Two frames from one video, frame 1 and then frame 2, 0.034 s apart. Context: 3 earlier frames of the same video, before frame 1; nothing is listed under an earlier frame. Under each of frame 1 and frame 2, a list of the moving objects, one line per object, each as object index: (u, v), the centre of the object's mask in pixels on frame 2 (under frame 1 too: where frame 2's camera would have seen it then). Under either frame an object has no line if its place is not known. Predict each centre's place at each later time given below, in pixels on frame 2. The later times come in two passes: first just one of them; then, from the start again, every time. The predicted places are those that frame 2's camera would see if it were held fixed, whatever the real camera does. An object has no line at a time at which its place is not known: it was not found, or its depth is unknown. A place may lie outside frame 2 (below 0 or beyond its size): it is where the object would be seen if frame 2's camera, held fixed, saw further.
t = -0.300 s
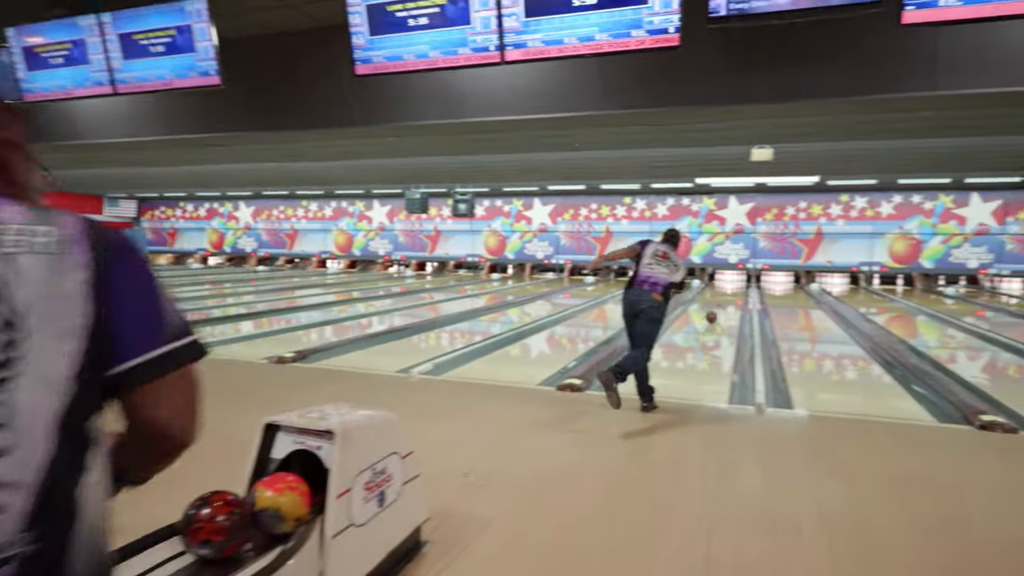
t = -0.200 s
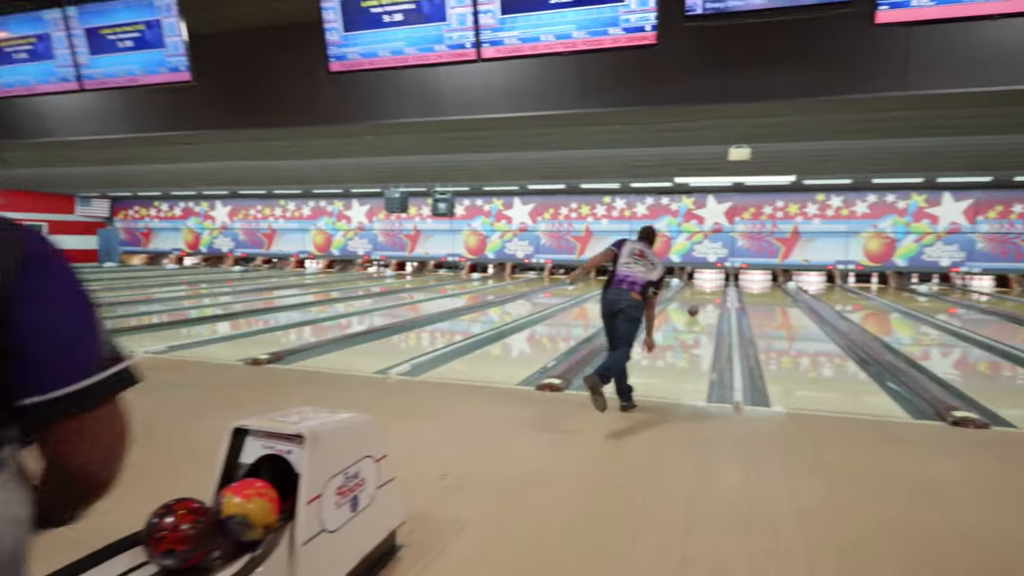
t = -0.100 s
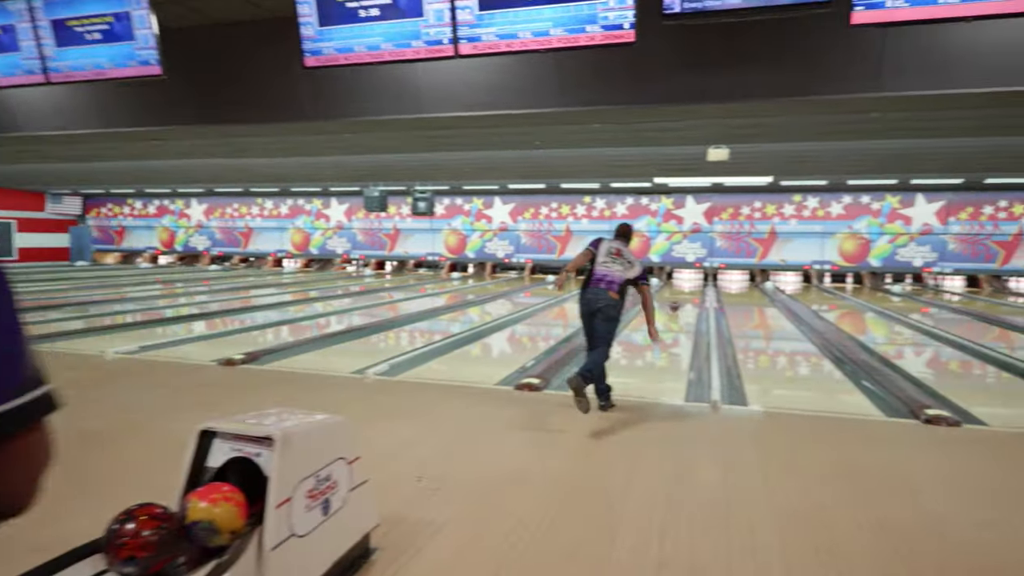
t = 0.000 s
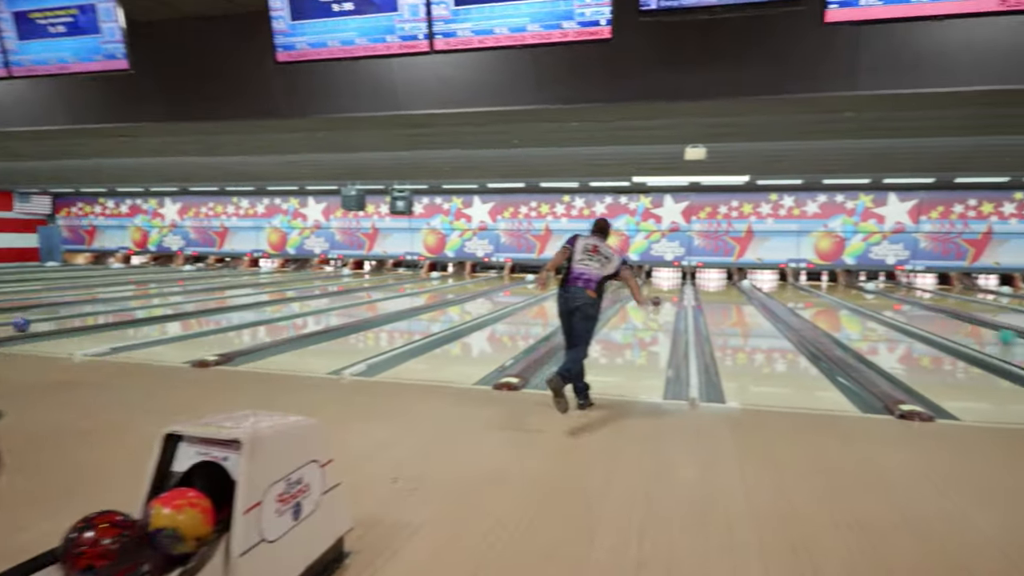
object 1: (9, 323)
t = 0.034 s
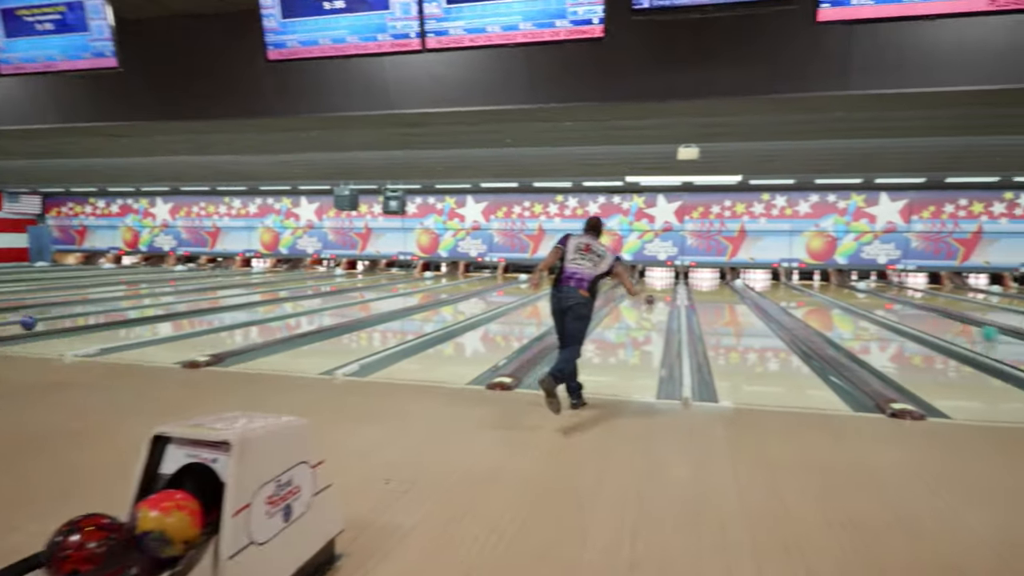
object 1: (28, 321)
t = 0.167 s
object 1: (94, 312)
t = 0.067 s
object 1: (45, 319)
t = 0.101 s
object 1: (61, 315)
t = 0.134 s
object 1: (77, 314)
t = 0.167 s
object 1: (94, 312)
